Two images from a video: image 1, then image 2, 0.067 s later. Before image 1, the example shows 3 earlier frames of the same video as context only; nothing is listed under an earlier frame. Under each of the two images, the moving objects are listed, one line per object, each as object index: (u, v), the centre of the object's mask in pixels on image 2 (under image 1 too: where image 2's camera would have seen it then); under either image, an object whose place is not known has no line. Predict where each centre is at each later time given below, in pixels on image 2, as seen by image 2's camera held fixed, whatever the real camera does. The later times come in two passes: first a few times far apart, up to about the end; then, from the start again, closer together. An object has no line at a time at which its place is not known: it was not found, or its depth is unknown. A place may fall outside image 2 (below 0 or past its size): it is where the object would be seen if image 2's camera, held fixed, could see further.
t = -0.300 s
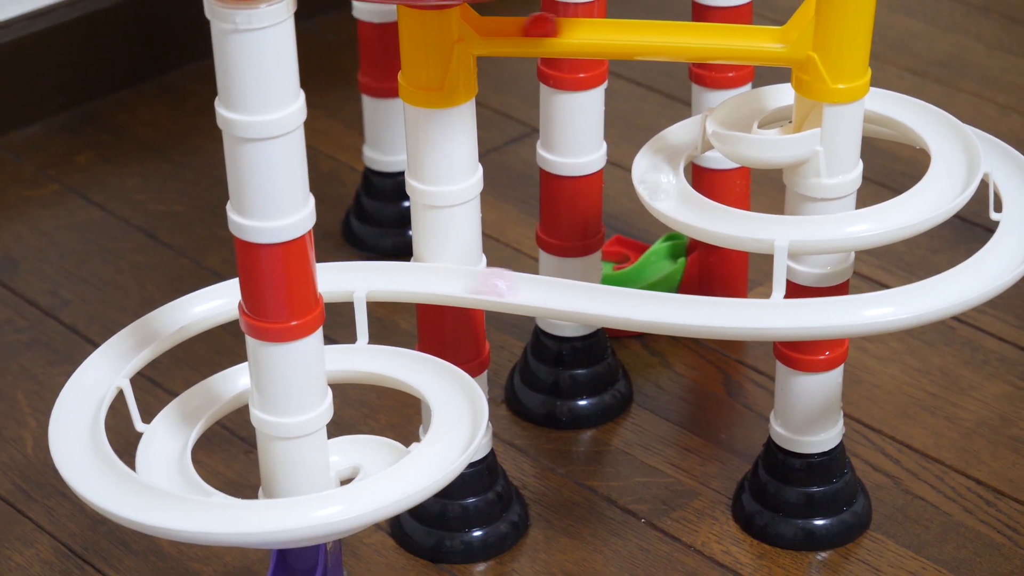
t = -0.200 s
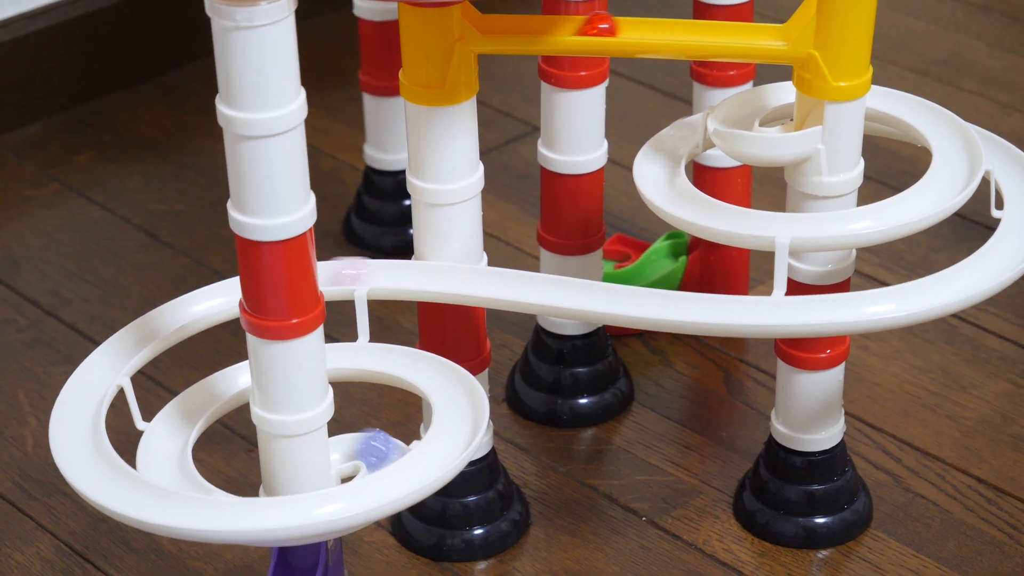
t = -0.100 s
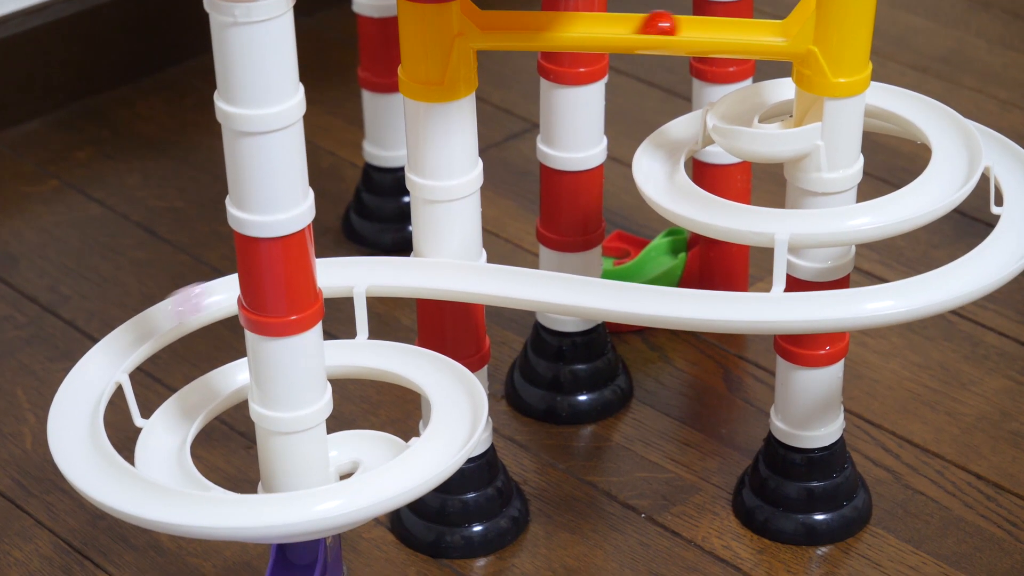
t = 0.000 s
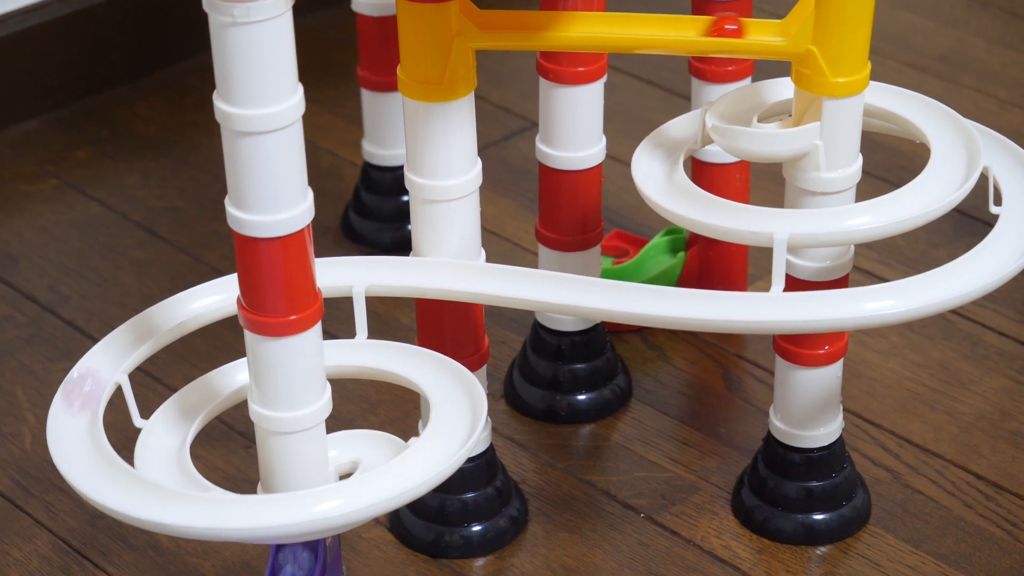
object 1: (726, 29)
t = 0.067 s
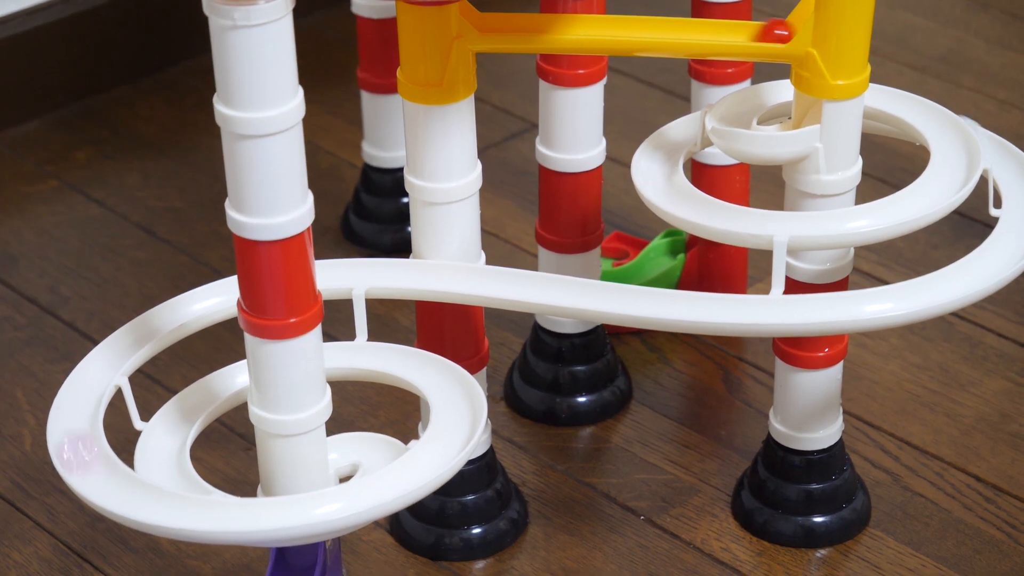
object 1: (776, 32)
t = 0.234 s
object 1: (772, 128)
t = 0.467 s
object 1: (743, 107)
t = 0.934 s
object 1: (956, 169)
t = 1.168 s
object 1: (830, 221)
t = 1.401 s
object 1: (658, 181)
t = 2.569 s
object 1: (357, 272)
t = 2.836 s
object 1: (79, 448)
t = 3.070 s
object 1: (299, 508)
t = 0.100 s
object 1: (793, 30)
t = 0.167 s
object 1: (809, 105)
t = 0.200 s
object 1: (790, 122)
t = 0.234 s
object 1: (772, 128)
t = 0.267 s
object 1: (755, 127)
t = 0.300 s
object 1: (742, 124)
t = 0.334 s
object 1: (736, 122)
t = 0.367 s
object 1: (731, 118)
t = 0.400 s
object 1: (731, 115)
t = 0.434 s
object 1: (736, 112)
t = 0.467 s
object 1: (743, 107)
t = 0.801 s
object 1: (936, 121)
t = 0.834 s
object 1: (947, 133)
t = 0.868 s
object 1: (955, 145)
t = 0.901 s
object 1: (957, 157)
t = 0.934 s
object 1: (956, 169)
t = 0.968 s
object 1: (948, 180)
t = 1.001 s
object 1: (938, 189)
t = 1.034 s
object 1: (922, 198)
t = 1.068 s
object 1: (904, 206)
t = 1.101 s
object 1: (882, 213)
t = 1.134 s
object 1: (857, 218)
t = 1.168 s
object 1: (830, 221)
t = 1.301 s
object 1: (711, 211)
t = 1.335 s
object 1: (688, 203)
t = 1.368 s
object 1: (670, 193)
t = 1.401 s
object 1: (658, 181)
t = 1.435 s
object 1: (656, 166)
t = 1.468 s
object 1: (662, 152)
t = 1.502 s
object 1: (676, 139)
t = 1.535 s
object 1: (692, 126)
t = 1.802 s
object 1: (982, 133)
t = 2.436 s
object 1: (550, 289)
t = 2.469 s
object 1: (505, 283)
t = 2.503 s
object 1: (458, 277)
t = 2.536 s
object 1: (409, 274)
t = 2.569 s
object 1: (357, 272)
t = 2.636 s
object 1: (235, 288)
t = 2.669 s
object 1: (194, 303)
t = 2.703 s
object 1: (148, 327)
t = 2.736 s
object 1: (111, 356)
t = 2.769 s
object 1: (86, 389)
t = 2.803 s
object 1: (75, 420)
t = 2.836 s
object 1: (79, 448)
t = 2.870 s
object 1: (95, 472)
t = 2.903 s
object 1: (121, 489)
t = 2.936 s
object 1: (153, 502)
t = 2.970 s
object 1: (188, 509)
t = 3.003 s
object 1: (226, 512)
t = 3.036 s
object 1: (264, 511)
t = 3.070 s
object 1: (299, 508)
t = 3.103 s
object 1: (334, 501)
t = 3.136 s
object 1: (364, 492)
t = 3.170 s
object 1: (391, 481)
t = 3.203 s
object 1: (415, 468)
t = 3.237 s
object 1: (434, 455)
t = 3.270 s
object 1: (449, 440)
